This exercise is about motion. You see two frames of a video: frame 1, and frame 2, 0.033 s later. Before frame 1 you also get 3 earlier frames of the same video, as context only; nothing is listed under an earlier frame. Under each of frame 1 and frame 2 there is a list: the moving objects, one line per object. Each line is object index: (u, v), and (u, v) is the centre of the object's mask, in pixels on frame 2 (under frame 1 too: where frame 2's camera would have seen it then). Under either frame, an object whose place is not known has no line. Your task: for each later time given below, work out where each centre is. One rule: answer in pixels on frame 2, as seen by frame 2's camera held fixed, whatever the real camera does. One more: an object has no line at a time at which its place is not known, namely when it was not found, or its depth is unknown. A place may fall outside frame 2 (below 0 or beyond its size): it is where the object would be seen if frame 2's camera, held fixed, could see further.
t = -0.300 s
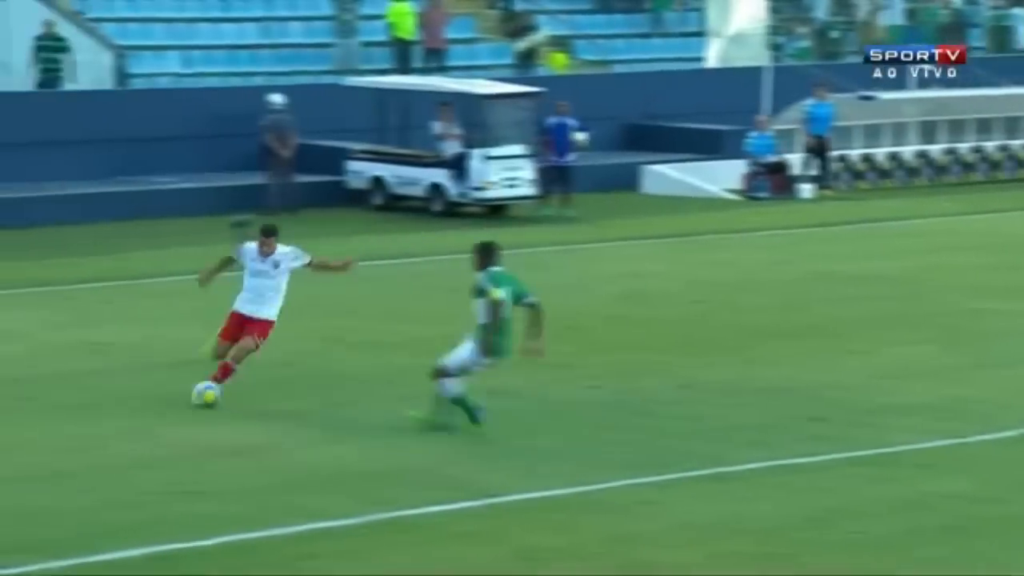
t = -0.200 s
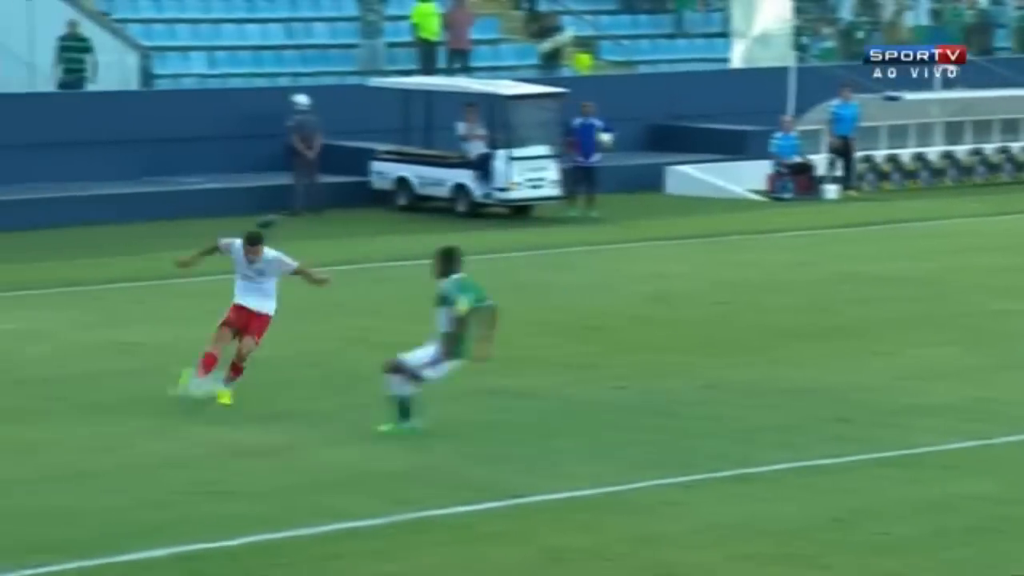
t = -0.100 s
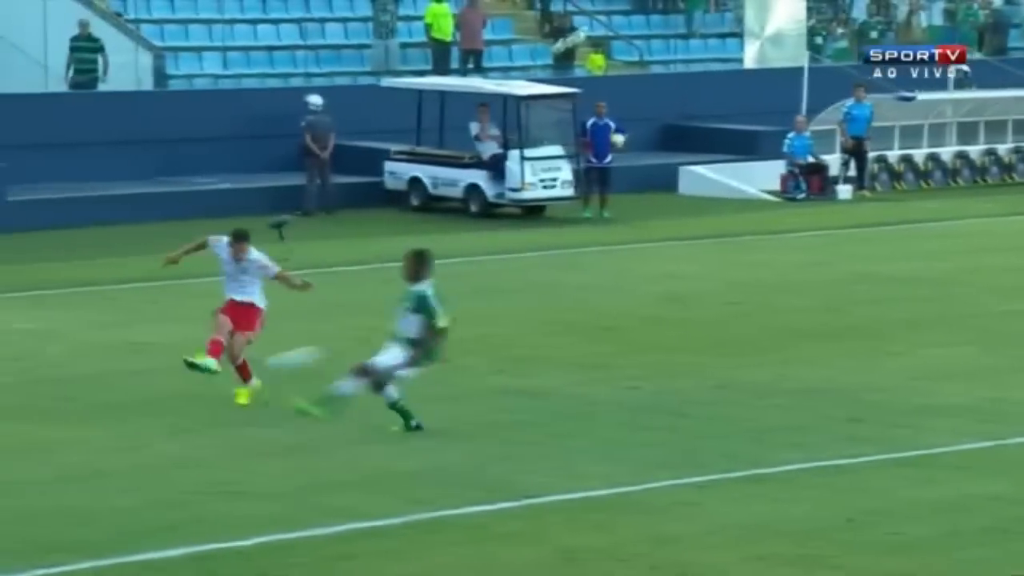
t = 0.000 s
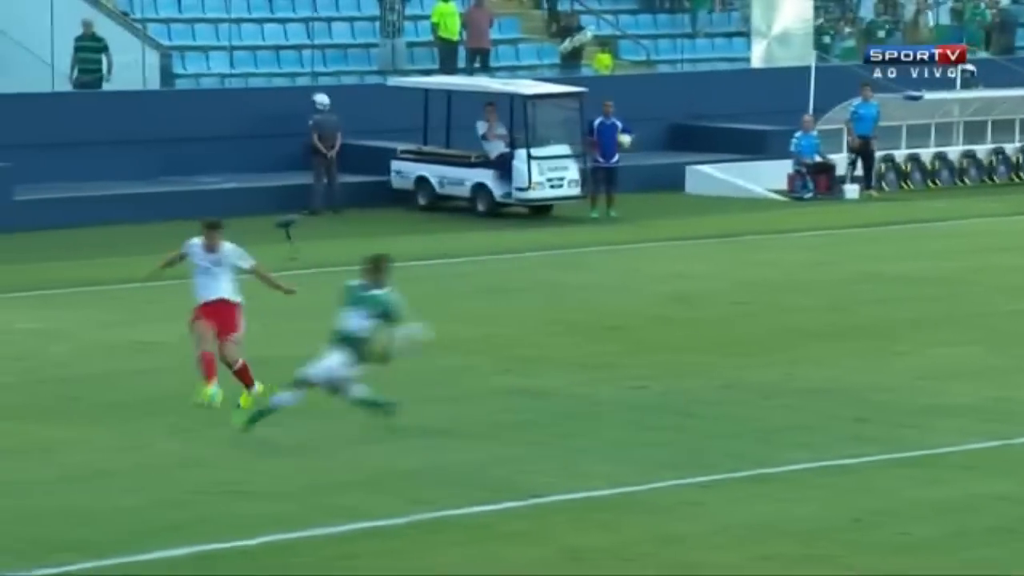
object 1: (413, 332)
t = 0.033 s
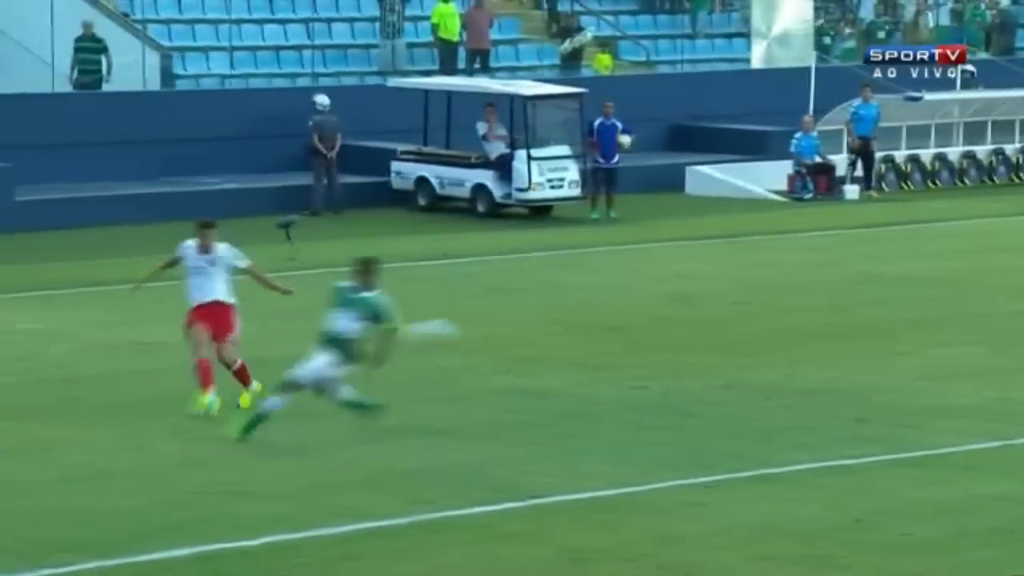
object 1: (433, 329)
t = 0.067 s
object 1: (465, 327)
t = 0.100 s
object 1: (500, 323)
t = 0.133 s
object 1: (536, 322)
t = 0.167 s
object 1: (576, 319)
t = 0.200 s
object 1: (616, 316)
